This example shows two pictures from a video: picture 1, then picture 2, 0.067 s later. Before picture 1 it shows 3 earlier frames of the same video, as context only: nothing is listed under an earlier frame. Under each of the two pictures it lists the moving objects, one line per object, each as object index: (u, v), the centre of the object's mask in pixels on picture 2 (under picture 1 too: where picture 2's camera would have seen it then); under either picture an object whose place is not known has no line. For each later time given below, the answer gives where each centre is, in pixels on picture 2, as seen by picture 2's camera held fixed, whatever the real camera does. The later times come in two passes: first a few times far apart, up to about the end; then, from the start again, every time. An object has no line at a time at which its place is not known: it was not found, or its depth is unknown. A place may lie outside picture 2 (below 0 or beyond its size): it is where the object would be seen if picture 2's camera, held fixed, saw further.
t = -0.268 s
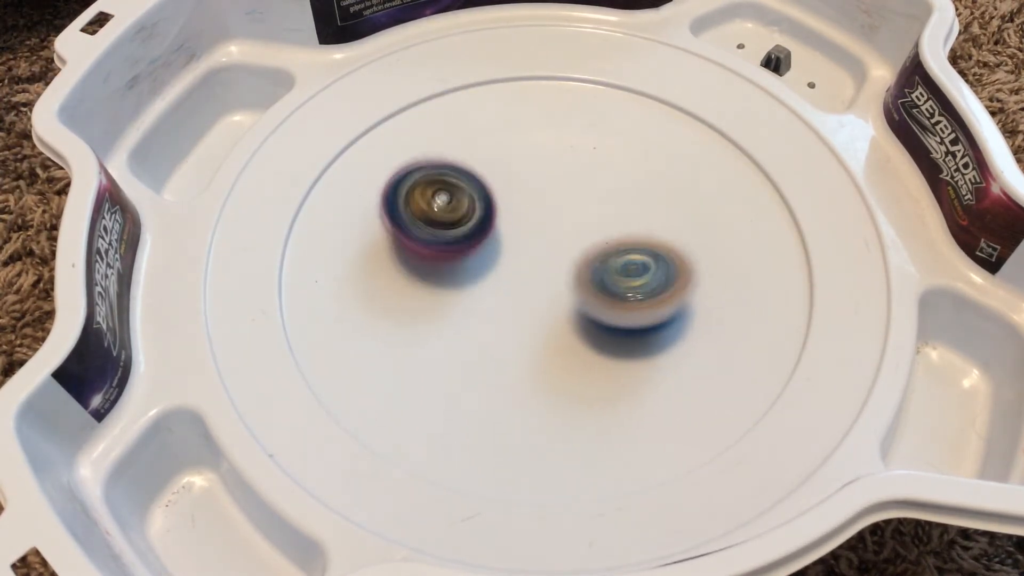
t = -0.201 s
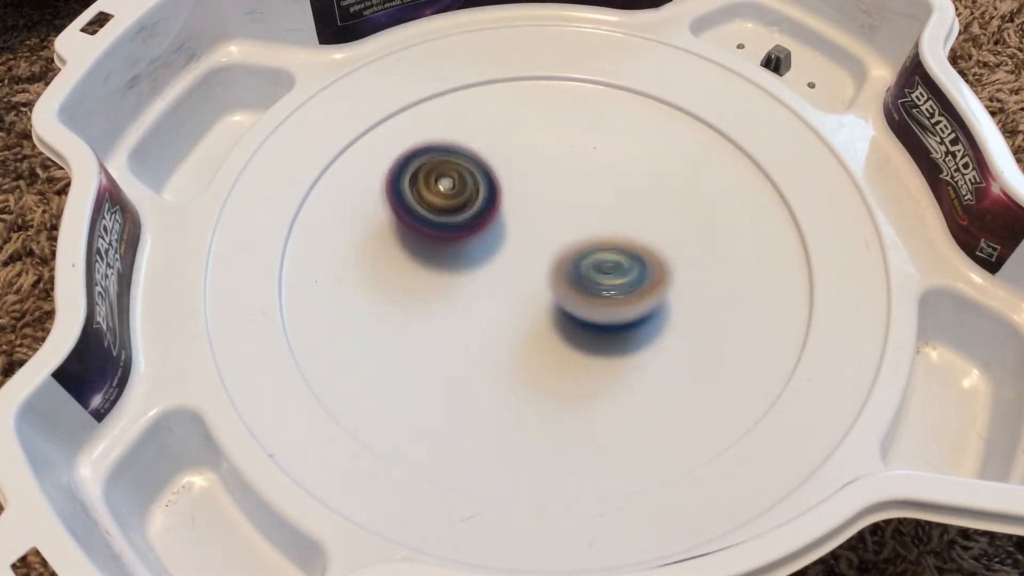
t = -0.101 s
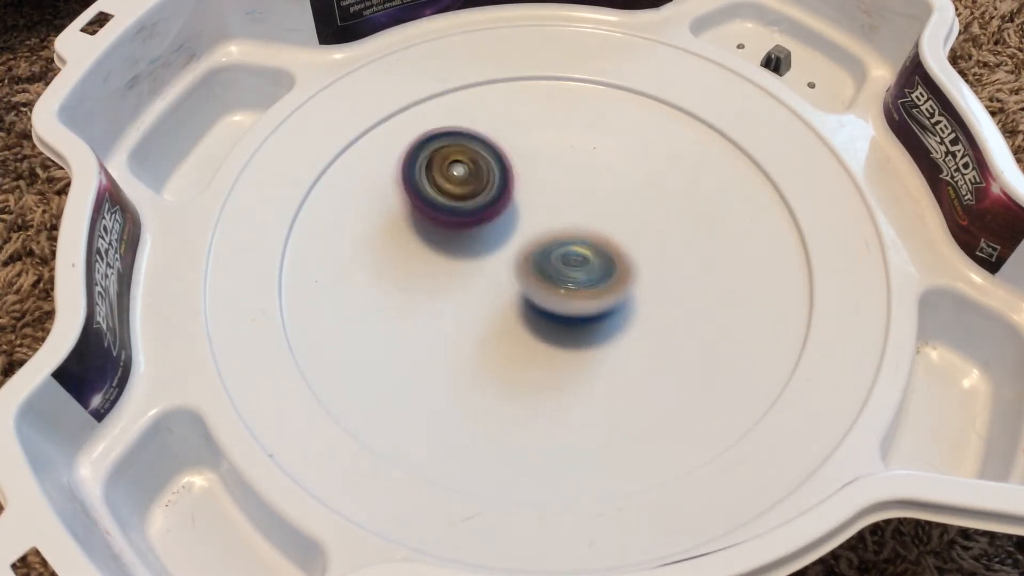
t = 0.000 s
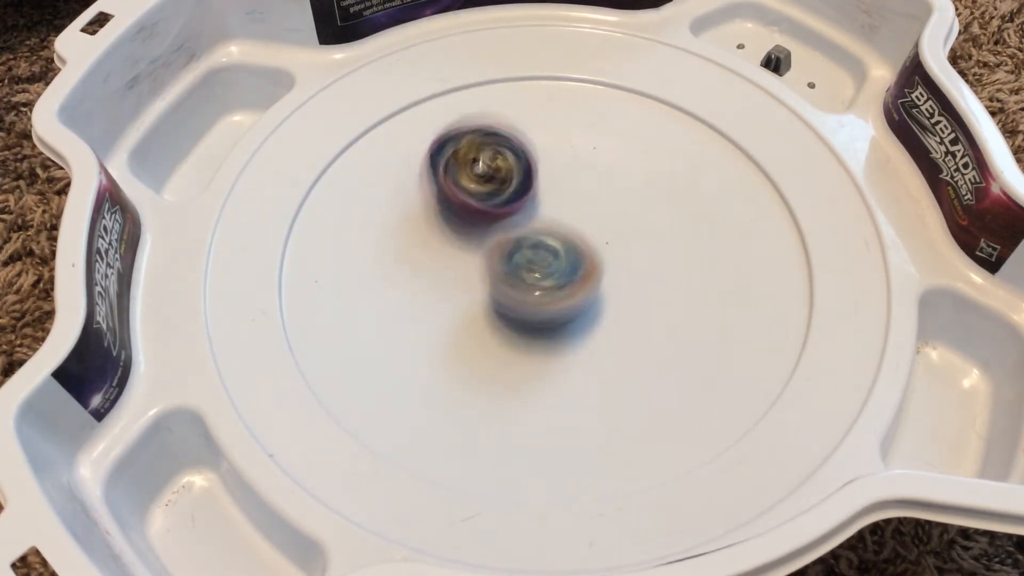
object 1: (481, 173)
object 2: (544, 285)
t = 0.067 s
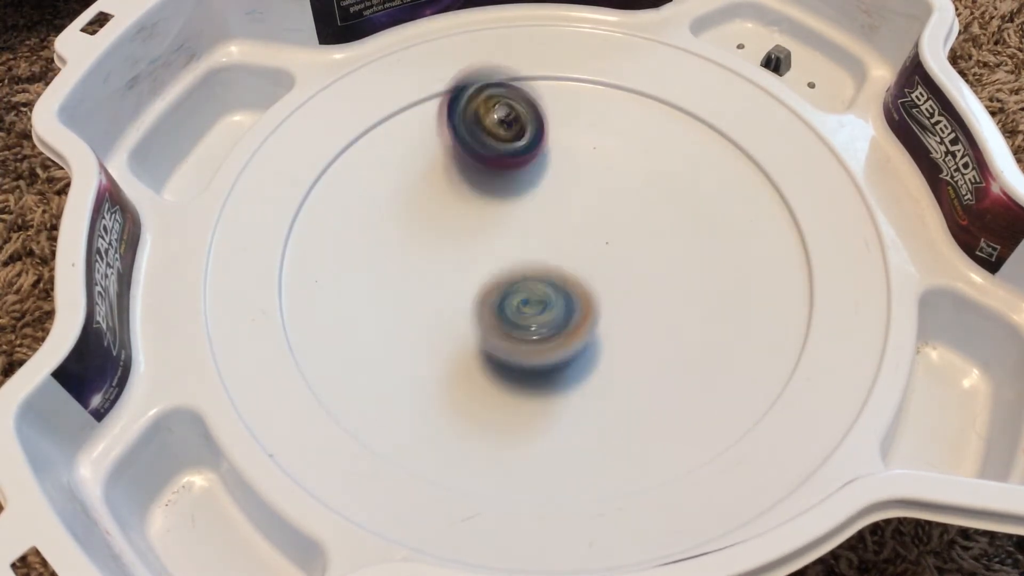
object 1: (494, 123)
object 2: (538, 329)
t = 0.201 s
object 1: (517, 93)
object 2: (523, 352)
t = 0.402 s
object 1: (564, 128)
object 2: (516, 340)
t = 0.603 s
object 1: (605, 229)
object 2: (495, 312)
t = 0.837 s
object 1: (600, 299)
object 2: (486, 277)
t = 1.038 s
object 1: (506, 345)
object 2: (503, 214)
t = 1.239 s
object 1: (458, 293)
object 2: (537, 199)
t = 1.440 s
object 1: (461, 227)
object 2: (597, 221)
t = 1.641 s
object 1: (453, 203)
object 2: (629, 285)
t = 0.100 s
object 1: (502, 108)
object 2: (533, 340)
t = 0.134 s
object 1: (507, 100)
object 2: (529, 346)
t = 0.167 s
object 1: (512, 96)
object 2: (526, 349)
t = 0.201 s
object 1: (517, 93)
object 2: (523, 352)
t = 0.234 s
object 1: (527, 92)
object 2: (521, 353)
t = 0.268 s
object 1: (538, 94)
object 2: (519, 353)
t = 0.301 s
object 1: (548, 99)
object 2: (518, 353)
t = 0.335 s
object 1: (555, 107)
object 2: (516, 349)
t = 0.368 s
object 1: (561, 116)
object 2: (516, 345)
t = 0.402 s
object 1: (564, 128)
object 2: (516, 340)
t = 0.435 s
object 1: (568, 142)
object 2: (515, 334)
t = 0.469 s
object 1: (572, 161)
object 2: (516, 328)
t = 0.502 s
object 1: (576, 183)
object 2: (517, 320)
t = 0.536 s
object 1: (578, 207)
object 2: (519, 312)
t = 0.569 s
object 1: (586, 220)
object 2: (511, 310)
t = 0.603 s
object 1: (605, 229)
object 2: (495, 312)
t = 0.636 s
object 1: (622, 247)
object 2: (486, 309)
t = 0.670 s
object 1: (627, 254)
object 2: (485, 305)
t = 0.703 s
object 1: (629, 265)
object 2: (483, 300)
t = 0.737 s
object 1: (624, 276)
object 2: (482, 294)
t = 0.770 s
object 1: (618, 285)
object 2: (483, 289)
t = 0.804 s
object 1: (612, 293)
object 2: (485, 283)
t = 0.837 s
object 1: (600, 299)
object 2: (486, 277)
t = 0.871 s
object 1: (589, 307)
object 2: (486, 267)
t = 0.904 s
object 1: (578, 314)
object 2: (488, 255)
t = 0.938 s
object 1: (561, 327)
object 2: (492, 244)
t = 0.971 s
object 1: (544, 336)
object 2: (495, 231)
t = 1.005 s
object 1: (522, 341)
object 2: (498, 221)
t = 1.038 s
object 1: (506, 345)
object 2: (503, 214)
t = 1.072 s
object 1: (492, 334)
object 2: (507, 209)
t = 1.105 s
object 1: (478, 332)
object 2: (511, 205)
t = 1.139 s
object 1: (469, 324)
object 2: (517, 202)
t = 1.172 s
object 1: (462, 313)
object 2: (523, 200)
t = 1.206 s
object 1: (459, 301)
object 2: (530, 199)
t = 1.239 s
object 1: (458, 293)
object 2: (537, 199)
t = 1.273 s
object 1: (461, 280)
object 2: (544, 201)
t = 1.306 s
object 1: (466, 269)
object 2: (551, 203)
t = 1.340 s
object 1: (466, 257)
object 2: (559, 206)
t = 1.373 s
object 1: (463, 249)
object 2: (574, 208)
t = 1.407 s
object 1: (463, 239)
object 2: (588, 214)
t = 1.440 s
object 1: (461, 227)
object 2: (597, 221)
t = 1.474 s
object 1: (460, 217)
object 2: (606, 231)
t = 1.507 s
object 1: (457, 209)
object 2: (613, 240)
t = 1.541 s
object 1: (453, 203)
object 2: (619, 251)
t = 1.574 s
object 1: (450, 200)
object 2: (624, 262)
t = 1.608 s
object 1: (450, 200)
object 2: (627, 274)
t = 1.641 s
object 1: (453, 203)
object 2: (629, 285)
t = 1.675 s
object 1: (459, 207)
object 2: (630, 297)
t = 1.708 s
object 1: (465, 210)
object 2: (629, 306)
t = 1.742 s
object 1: (468, 217)
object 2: (627, 315)
